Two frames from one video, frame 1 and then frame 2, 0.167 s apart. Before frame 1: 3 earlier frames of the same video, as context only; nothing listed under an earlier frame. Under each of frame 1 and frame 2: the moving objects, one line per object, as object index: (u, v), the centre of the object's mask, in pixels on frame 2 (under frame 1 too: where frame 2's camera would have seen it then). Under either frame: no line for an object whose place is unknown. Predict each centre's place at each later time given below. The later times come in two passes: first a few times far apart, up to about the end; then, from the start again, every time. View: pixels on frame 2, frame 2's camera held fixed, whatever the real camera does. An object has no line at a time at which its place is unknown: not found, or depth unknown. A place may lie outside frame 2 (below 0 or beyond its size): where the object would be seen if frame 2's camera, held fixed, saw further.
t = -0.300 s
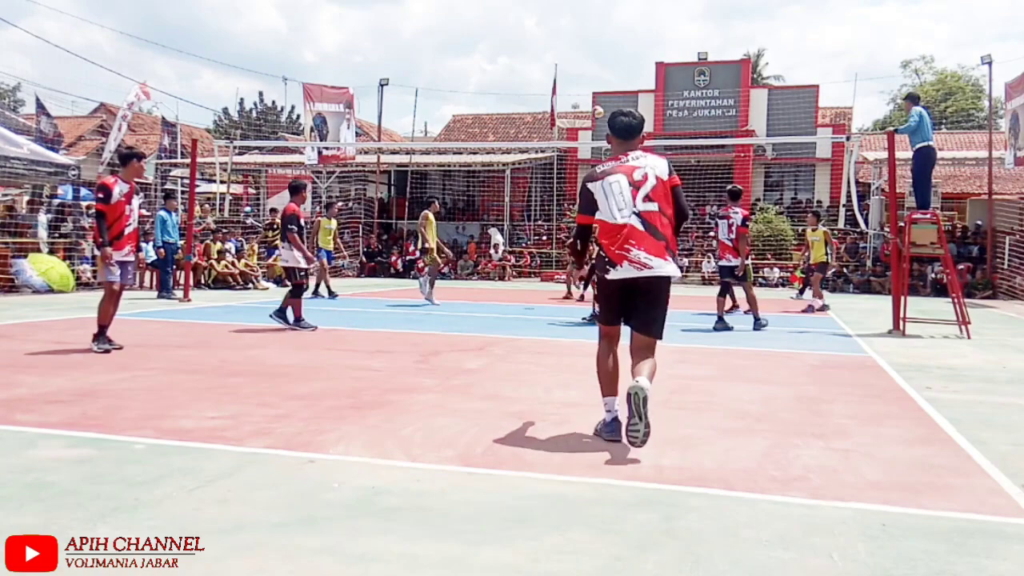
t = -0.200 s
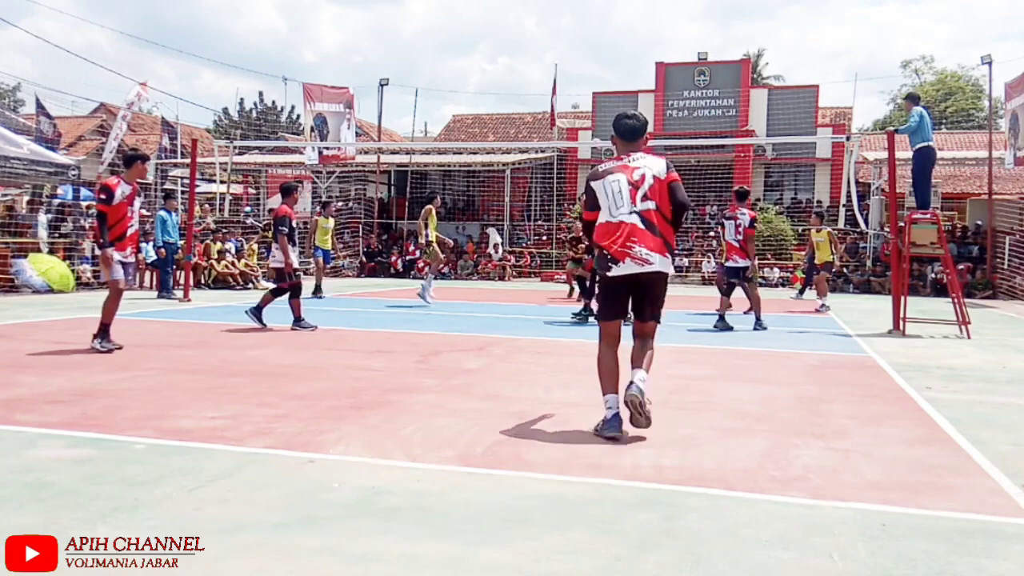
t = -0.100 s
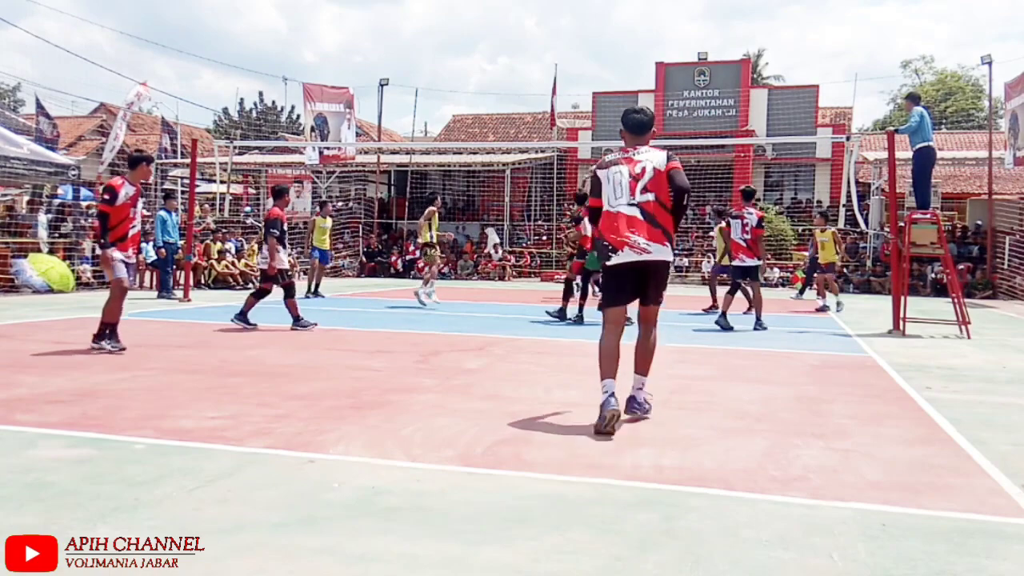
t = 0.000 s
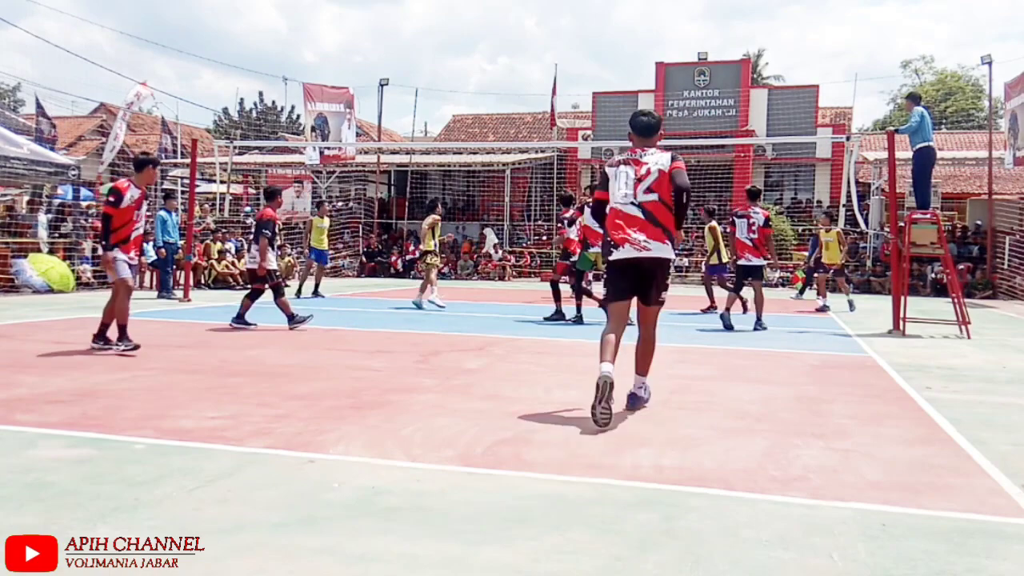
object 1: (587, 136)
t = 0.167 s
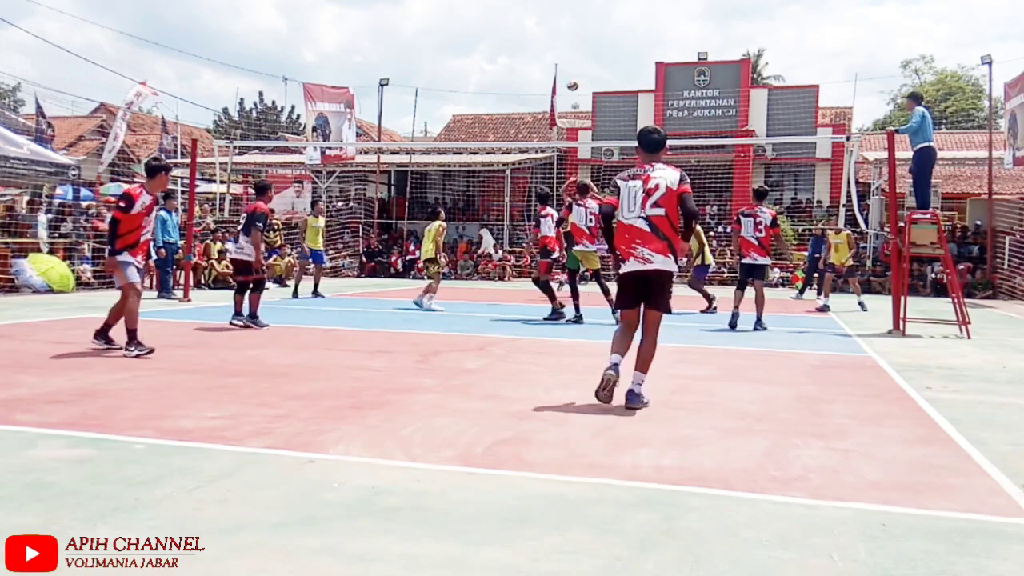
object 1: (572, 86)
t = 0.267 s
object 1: (563, 61)
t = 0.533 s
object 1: (538, 23)
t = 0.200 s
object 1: (569, 77)
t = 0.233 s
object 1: (566, 69)
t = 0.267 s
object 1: (563, 61)
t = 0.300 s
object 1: (560, 54)
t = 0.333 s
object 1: (557, 48)
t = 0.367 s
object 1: (554, 41)
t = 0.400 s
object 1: (551, 37)
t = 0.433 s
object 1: (548, 32)
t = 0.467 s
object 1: (545, 29)
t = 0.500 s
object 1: (541, 25)
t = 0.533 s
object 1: (538, 23)
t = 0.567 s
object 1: (535, 21)
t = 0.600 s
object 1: (531, 19)
